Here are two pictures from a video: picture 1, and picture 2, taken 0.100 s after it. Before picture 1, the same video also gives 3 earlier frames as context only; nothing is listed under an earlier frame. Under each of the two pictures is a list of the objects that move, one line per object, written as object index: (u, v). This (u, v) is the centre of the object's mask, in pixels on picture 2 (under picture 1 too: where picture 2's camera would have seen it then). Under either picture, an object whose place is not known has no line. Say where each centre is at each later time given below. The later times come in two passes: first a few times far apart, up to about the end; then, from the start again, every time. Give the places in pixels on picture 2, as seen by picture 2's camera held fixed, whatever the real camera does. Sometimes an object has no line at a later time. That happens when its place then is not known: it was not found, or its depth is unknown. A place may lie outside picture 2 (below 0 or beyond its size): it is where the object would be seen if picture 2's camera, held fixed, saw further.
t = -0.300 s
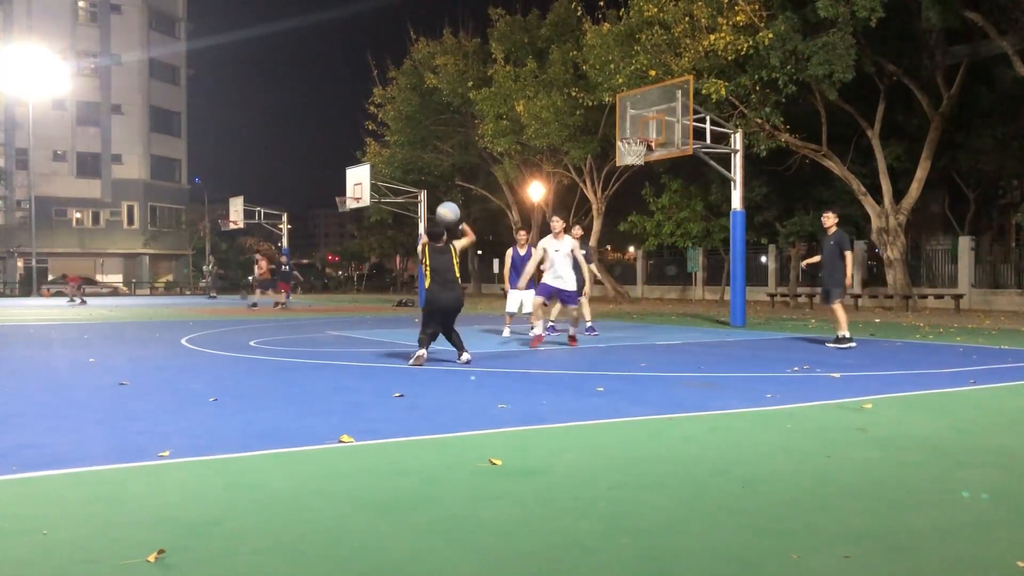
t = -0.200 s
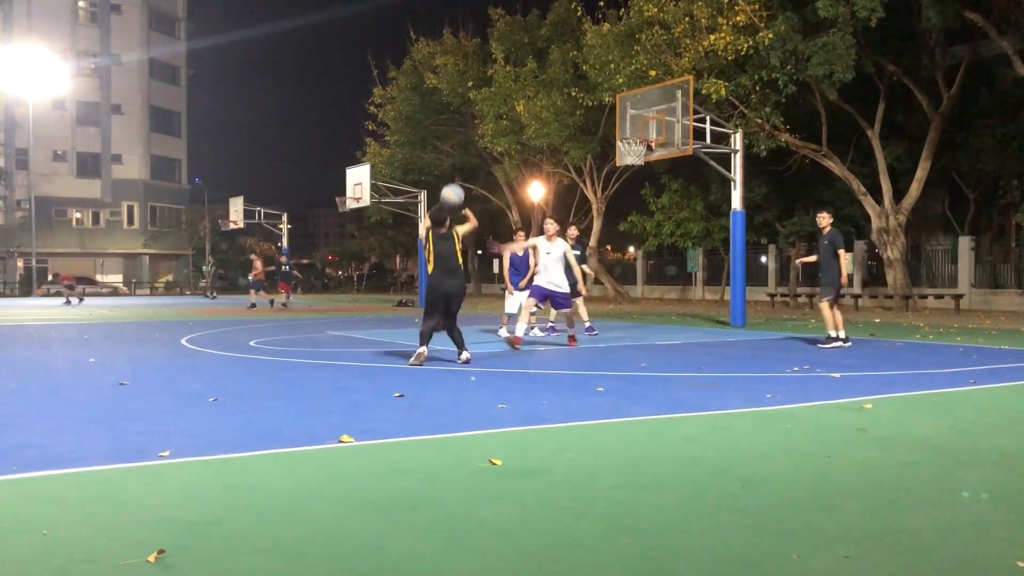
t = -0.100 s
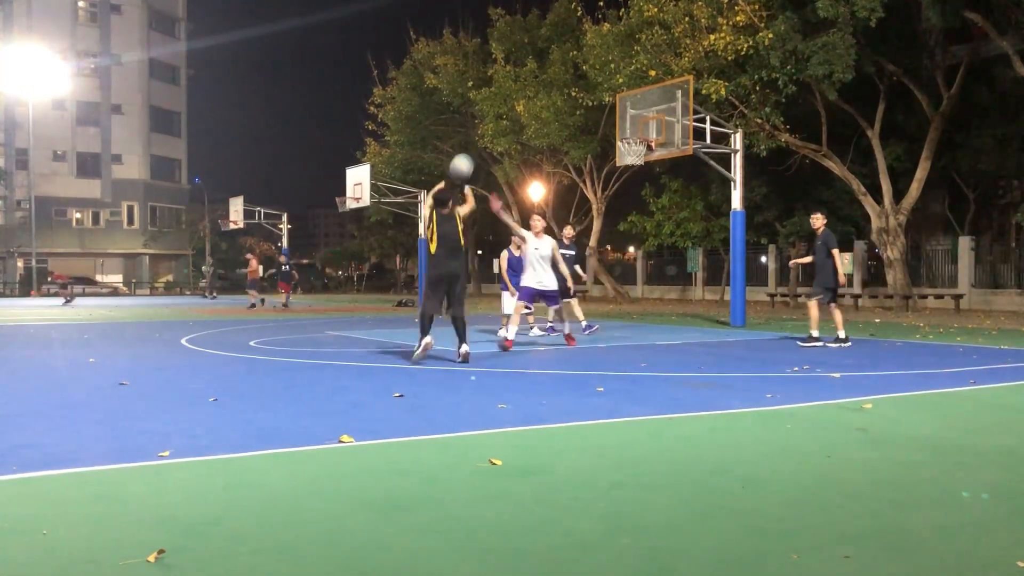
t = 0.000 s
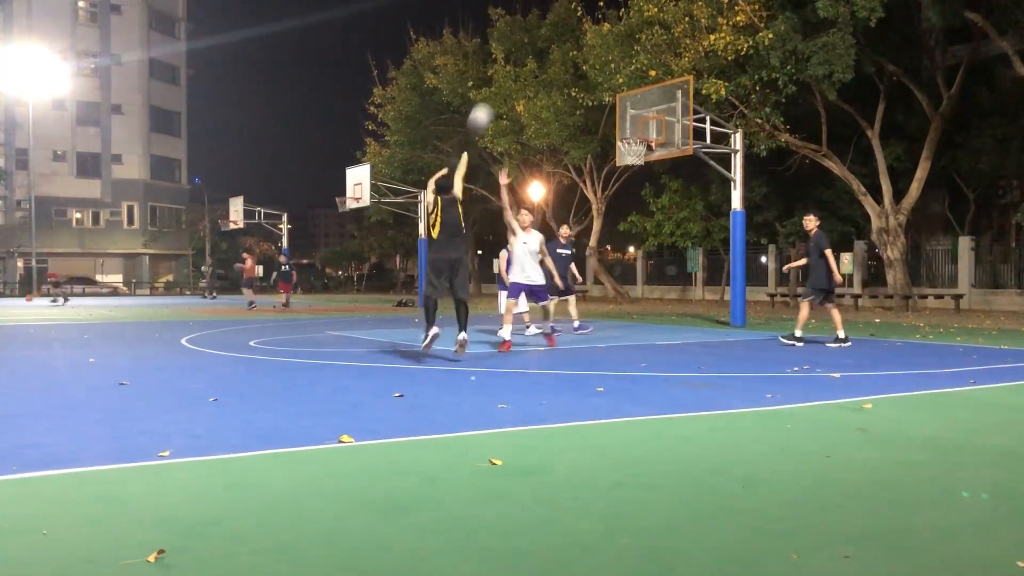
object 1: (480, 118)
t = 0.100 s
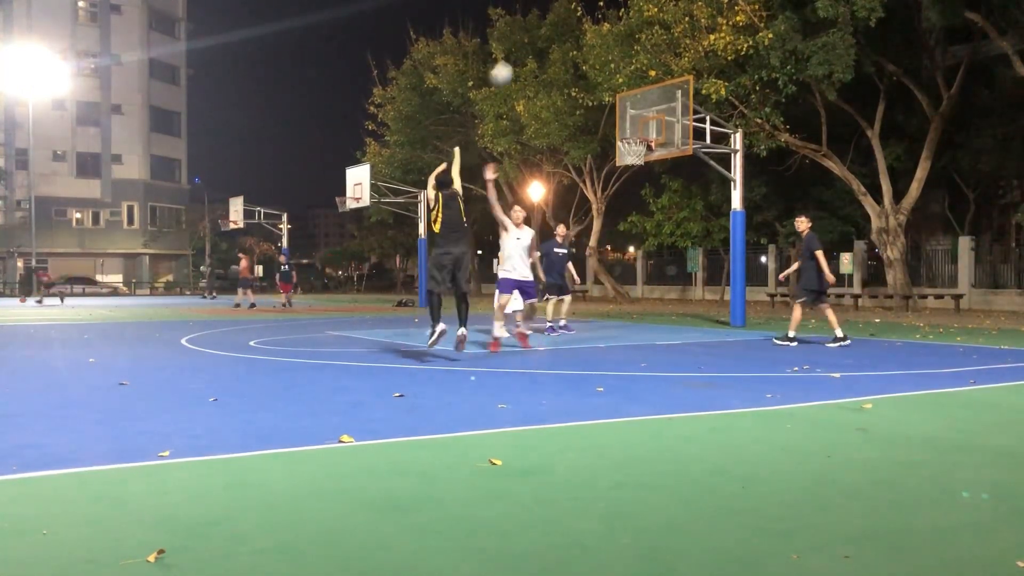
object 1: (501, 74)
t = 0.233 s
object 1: (527, 35)
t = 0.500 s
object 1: (568, 8)
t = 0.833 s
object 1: (610, 46)
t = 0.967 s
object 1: (623, 79)
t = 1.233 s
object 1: (638, 107)
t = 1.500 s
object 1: (631, 53)
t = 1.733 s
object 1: (624, 40)
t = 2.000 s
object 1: (617, 64)
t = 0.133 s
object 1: (508, 63)
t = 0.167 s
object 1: (514, 53)
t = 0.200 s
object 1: (520, 44)
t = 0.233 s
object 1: (527, 35)
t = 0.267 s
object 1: (532, 29)
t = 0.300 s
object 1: (538, 23)
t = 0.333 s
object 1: (543, 18)
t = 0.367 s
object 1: (548, 15)
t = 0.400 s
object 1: (553, 12)
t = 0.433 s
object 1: (558, 9)
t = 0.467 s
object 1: (563, 8)
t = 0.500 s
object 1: (568, 8)
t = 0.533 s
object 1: (573, 9)
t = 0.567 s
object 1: (577, 10)
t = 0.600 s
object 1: (581, 12)
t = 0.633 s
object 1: (585, 16)
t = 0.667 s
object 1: (590, 19)
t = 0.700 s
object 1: (594, 23)
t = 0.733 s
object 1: (598, 27)
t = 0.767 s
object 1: (602, 33)
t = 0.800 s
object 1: (606, 39)
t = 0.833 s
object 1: (610, 46)
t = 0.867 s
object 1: (613, 53)
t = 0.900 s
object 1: (616, 61)
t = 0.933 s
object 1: (620, 69)
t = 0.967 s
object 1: (623, 79)
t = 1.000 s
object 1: (627, 88)
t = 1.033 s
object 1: (630, 97)
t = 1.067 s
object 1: (632, 107)
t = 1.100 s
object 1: (637, 119)
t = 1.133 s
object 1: (639, 129)
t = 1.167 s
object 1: (639, 128)
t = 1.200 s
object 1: (638, 119)
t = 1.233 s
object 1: (638, 107)
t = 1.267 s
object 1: (637, 101)
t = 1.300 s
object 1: (637, 90)
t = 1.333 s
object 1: (635, 82)
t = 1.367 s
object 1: (634, 76)
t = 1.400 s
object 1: (634, 68)
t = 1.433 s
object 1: (633, 63)
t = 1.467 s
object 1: (632, 57)
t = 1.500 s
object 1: (631, 53)
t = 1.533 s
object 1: (630, 49)
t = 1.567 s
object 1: (629, 46)
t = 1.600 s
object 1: (628, 43)
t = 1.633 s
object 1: (627, 42)
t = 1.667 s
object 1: (626, 40)
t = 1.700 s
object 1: (625, 40)
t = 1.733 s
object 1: (624, 40)
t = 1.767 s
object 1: (623, 41)
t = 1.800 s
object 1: (622, 42)
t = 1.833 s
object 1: (621, 44)
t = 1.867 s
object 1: (621, 47)
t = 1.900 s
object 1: (620, 50)
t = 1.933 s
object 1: (619, 54)
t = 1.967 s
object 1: (618, 59)
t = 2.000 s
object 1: (617, 64)
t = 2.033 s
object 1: (616, 70)
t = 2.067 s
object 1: (615, 77)
